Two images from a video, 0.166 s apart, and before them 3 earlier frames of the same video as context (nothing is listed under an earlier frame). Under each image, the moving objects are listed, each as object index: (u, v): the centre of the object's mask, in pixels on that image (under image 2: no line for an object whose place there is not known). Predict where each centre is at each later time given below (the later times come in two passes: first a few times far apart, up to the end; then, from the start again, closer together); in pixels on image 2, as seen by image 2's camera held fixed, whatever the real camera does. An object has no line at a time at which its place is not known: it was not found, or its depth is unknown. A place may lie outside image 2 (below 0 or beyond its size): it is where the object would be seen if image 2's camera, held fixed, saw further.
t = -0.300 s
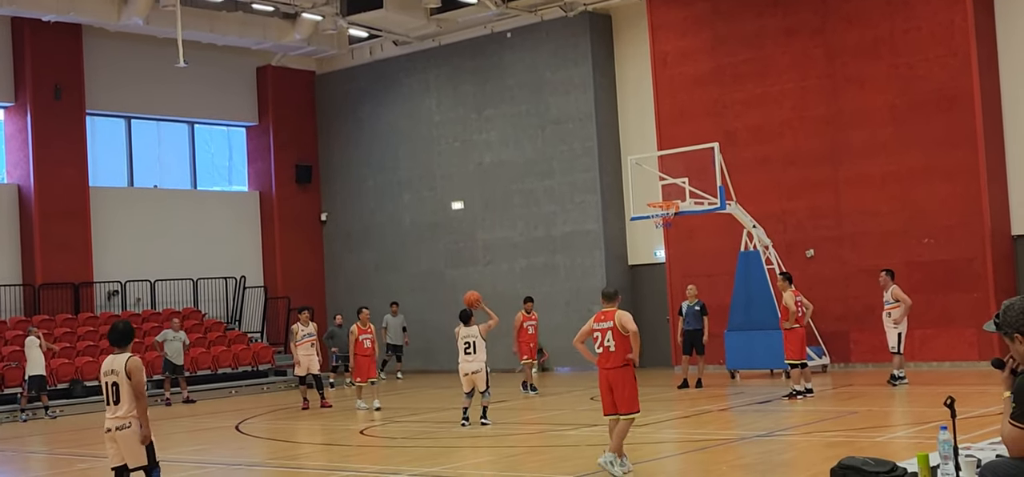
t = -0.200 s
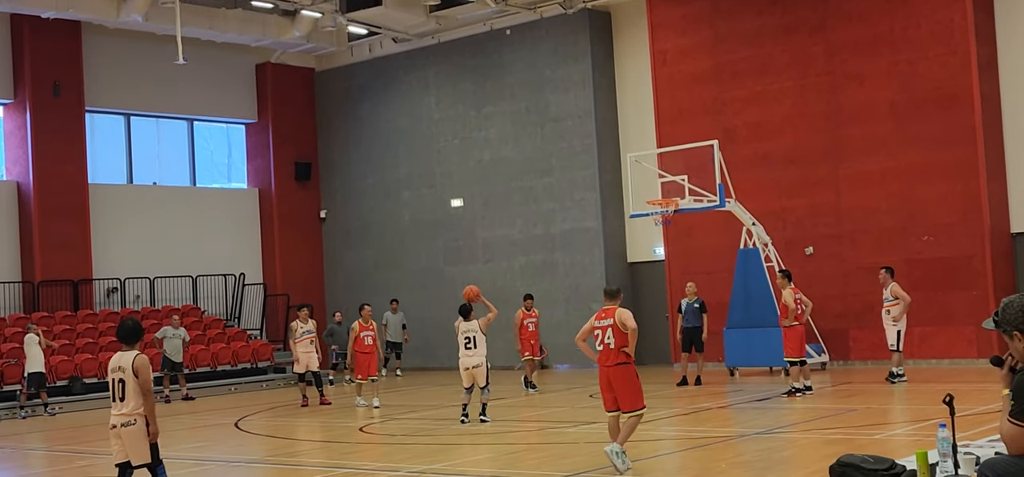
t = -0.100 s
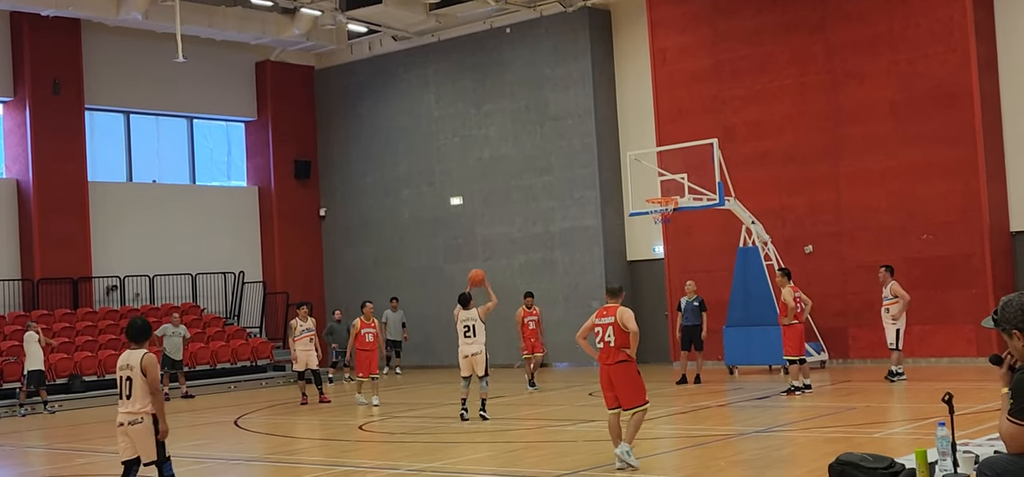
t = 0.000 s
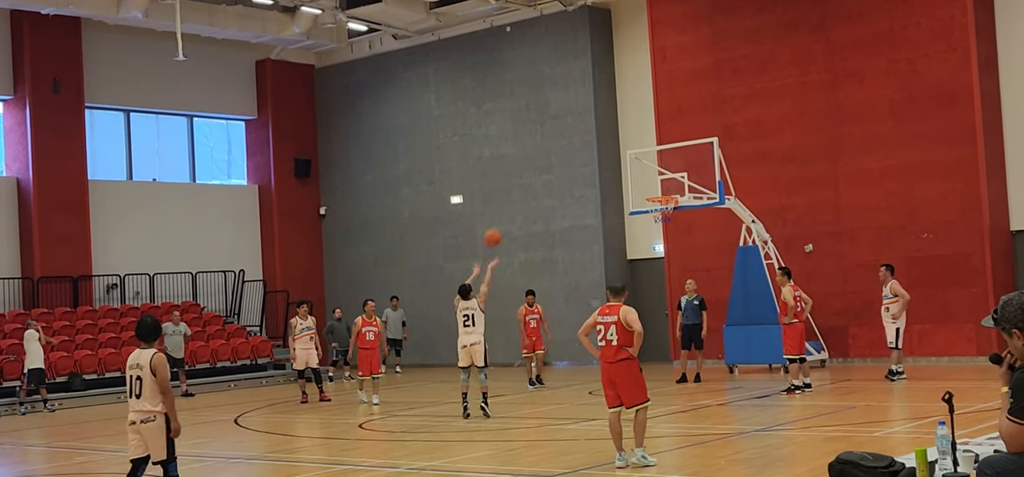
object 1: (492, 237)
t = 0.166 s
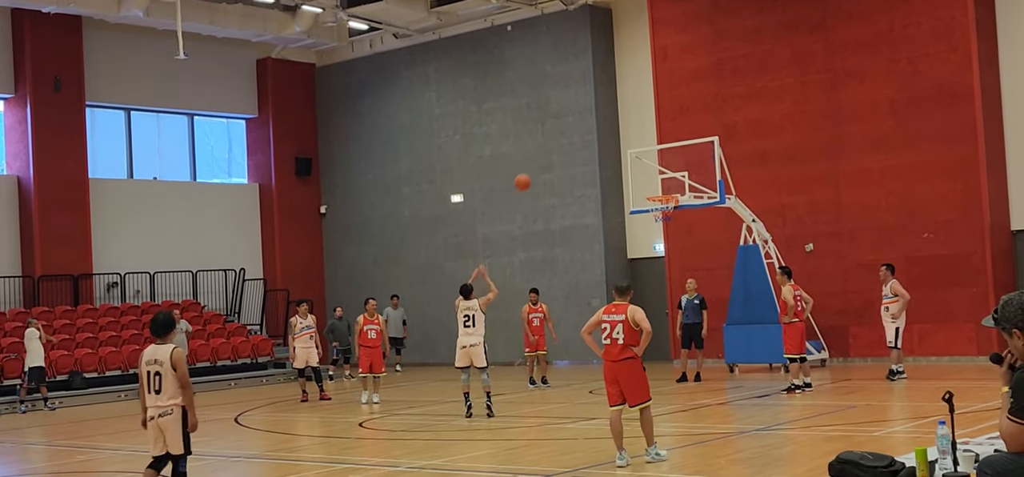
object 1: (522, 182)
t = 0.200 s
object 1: (527, 174)
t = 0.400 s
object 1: (560, 143)
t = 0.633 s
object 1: (595, 141)
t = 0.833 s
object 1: (625, 165)
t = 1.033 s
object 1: (639, 184)
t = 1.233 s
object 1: (626, 175)
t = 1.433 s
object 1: (615, 187)
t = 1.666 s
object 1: (605, 229)
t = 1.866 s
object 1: (598, 287)
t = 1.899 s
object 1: (596, 298)
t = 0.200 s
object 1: (527, 174)
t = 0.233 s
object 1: (533, 167)
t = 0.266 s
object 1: (538, 160)
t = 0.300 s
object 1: (544, 155)
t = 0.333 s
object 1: (549, 150)
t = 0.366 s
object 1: (554, 146)
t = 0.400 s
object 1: (560, 143)
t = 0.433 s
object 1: (565, 140)
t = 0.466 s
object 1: (570, 139)
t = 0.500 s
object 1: (575, 138)
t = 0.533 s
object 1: (580, 138)
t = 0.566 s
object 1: (585, 138)
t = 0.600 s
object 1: (590, 139)
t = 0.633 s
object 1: (595, 141)
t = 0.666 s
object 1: (600, 143)
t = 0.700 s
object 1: (605, 146)
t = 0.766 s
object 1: (615, 154)
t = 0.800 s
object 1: (620, 159)
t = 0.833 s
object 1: (625, 165)
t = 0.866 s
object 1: (629, 171)
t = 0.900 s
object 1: (634, 178)
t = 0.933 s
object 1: (639, 185)
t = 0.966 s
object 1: (643, 192)
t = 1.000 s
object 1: (641, 188)
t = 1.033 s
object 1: (639, 184)
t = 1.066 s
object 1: (636, 181)
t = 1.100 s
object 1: (634, 178)
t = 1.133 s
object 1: (632, 177)
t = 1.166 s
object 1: (630, 175)
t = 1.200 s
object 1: (628, 175)
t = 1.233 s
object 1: (626, 175)
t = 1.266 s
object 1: (624, 175)
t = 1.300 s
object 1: (621, 177)
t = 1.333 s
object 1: (620, 178)
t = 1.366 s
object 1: (618, 181)
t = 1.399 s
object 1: (617, 183)
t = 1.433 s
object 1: (615, 187)
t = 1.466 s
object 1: (614, 191)
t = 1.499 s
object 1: (612, 196)
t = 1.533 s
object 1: (611, 202)
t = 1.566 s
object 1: (608, 208)
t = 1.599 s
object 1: (608, 215)
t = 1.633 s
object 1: (606, 221)
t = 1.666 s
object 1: (605, 229)
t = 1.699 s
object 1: (602, 238)
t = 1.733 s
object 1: (602, 246)
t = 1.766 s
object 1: (601, 256)
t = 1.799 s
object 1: (600, 266)
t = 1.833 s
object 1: (599, 276)
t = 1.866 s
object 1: (598, 287)
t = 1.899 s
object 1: (596, 298)
